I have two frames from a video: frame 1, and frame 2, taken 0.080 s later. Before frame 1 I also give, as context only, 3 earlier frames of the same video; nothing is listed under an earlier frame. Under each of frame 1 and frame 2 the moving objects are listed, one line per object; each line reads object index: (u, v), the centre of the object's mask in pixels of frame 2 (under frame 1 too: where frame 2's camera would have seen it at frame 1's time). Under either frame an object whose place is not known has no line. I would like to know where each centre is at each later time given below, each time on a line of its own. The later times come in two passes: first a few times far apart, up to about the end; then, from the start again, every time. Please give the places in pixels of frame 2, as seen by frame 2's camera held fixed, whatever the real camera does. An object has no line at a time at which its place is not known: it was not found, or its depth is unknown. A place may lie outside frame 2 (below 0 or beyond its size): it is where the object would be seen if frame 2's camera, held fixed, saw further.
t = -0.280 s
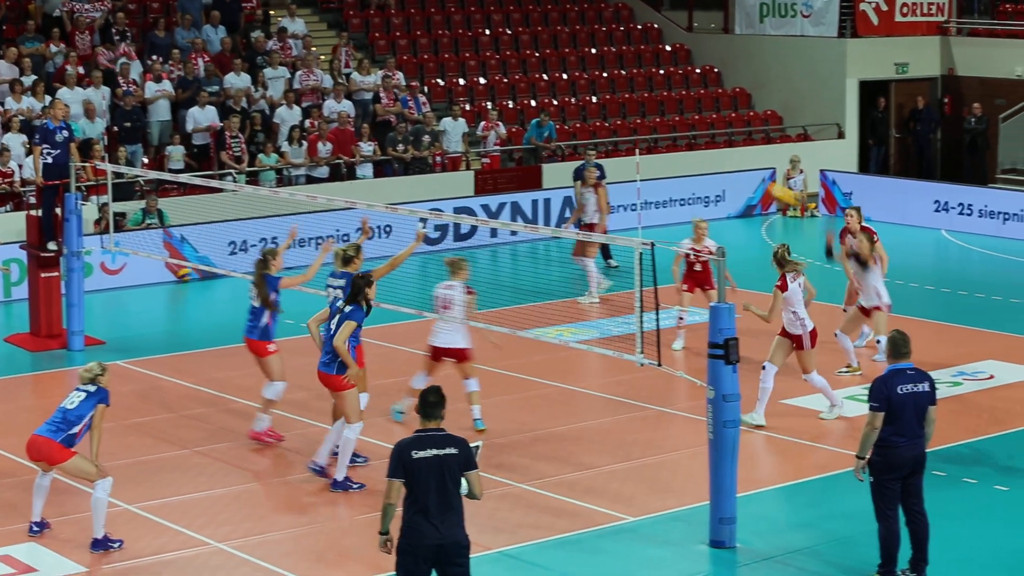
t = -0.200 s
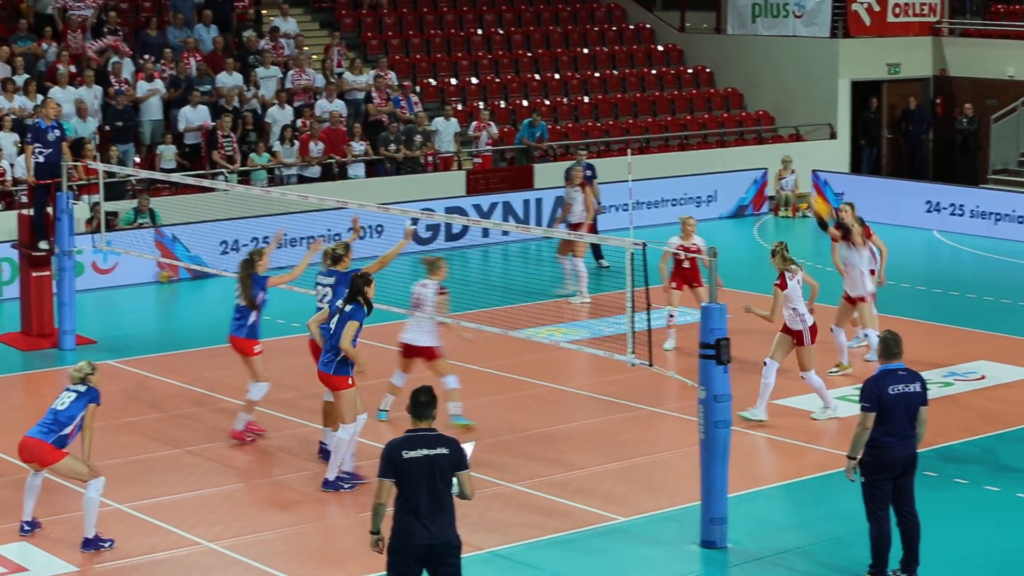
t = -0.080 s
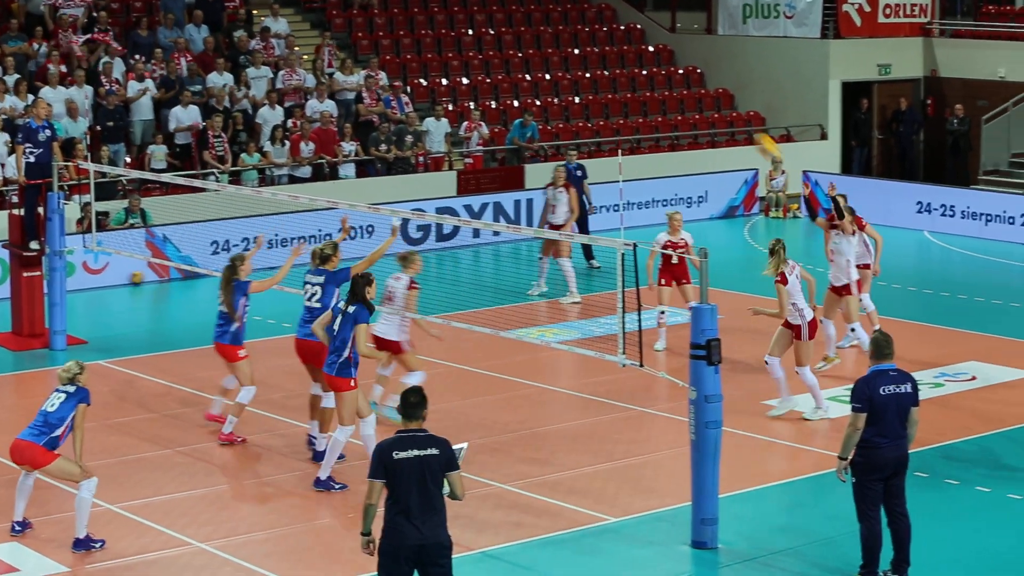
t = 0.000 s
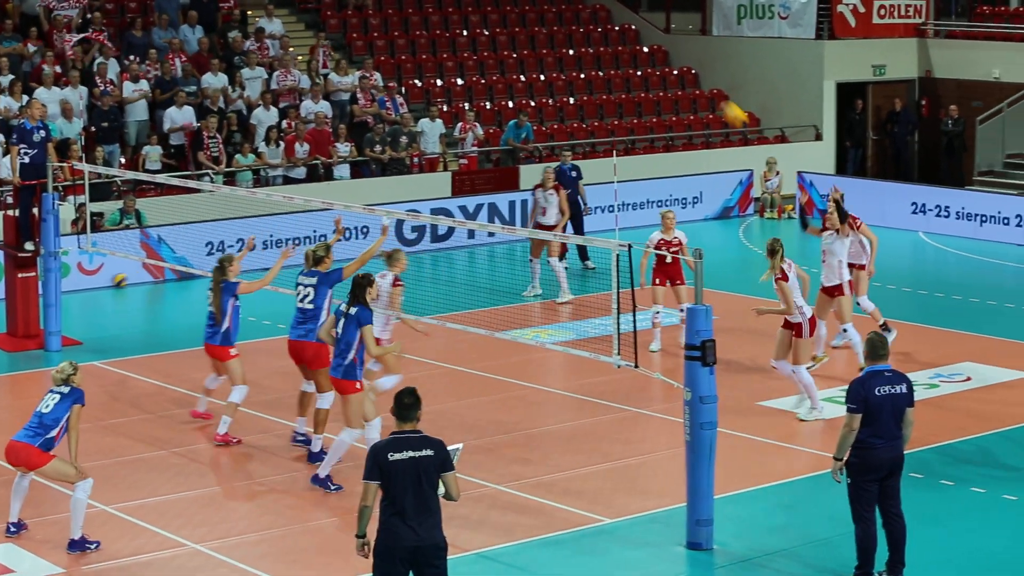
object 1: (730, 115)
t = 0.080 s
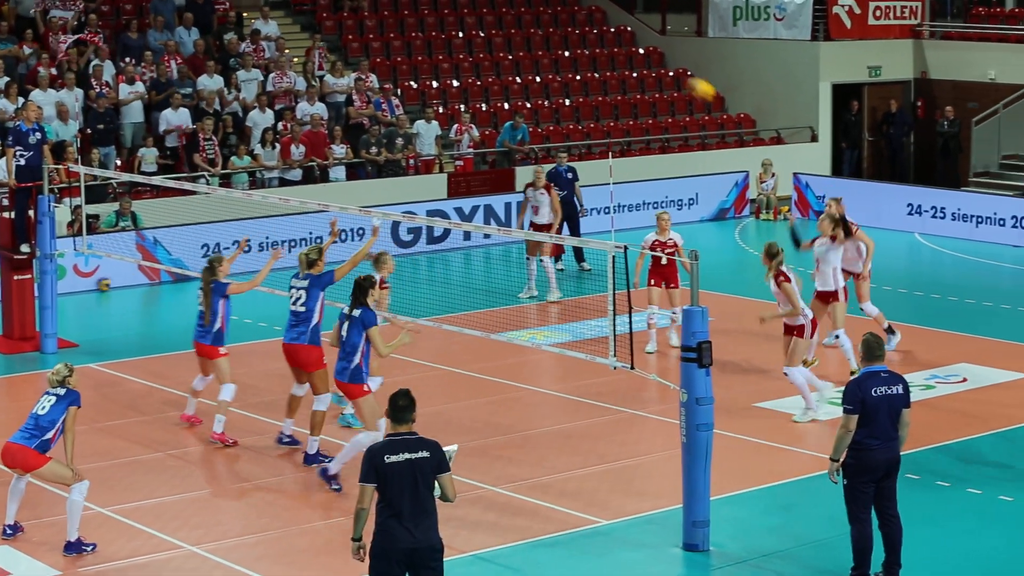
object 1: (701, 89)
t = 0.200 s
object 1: (658, 59)
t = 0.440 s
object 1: (578, 46)
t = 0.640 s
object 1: (511, 71)
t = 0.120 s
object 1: (686, 77)
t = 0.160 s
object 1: (673, 67)
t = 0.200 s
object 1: (658, 59)
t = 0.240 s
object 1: (644, 53)
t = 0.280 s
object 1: (631, 49)
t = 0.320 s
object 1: (617, 47)
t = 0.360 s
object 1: (604, 44)
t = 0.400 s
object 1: (590, 44)
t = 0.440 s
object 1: (578, 46)
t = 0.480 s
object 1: (564, 47)
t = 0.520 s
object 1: (551, 50)
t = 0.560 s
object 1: (538, 55)
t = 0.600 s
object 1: (525, 62)
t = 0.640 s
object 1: (511, 71)
